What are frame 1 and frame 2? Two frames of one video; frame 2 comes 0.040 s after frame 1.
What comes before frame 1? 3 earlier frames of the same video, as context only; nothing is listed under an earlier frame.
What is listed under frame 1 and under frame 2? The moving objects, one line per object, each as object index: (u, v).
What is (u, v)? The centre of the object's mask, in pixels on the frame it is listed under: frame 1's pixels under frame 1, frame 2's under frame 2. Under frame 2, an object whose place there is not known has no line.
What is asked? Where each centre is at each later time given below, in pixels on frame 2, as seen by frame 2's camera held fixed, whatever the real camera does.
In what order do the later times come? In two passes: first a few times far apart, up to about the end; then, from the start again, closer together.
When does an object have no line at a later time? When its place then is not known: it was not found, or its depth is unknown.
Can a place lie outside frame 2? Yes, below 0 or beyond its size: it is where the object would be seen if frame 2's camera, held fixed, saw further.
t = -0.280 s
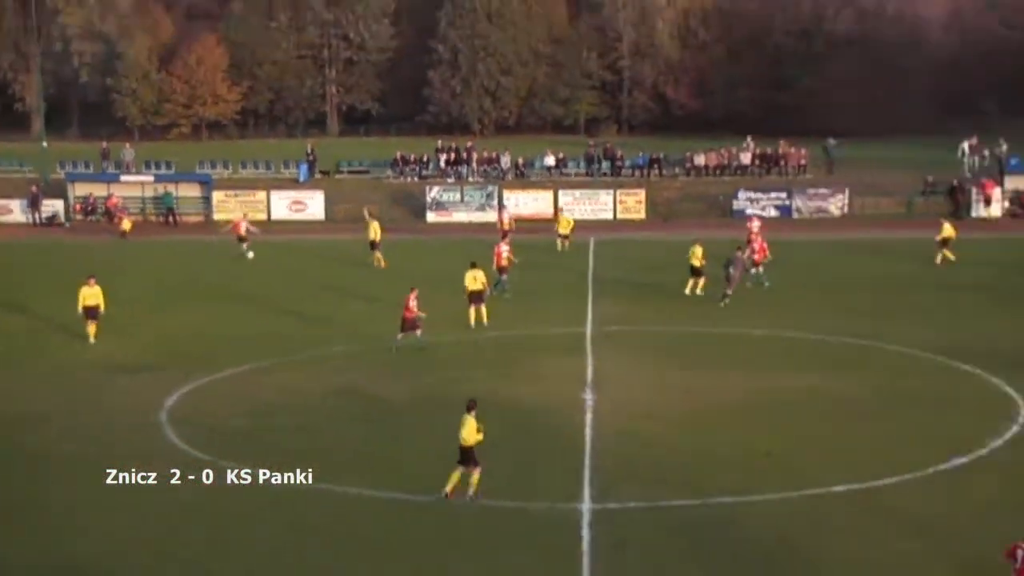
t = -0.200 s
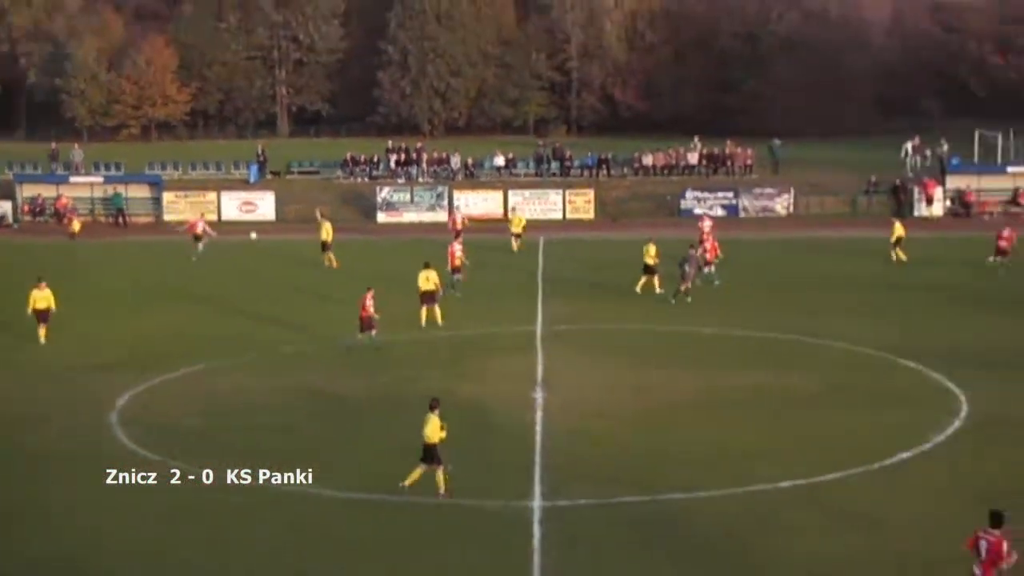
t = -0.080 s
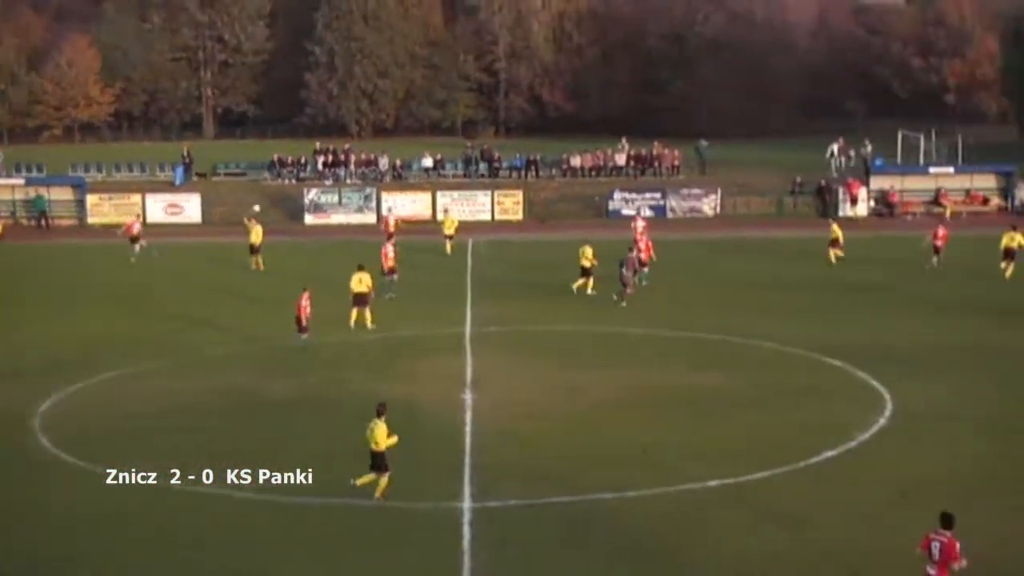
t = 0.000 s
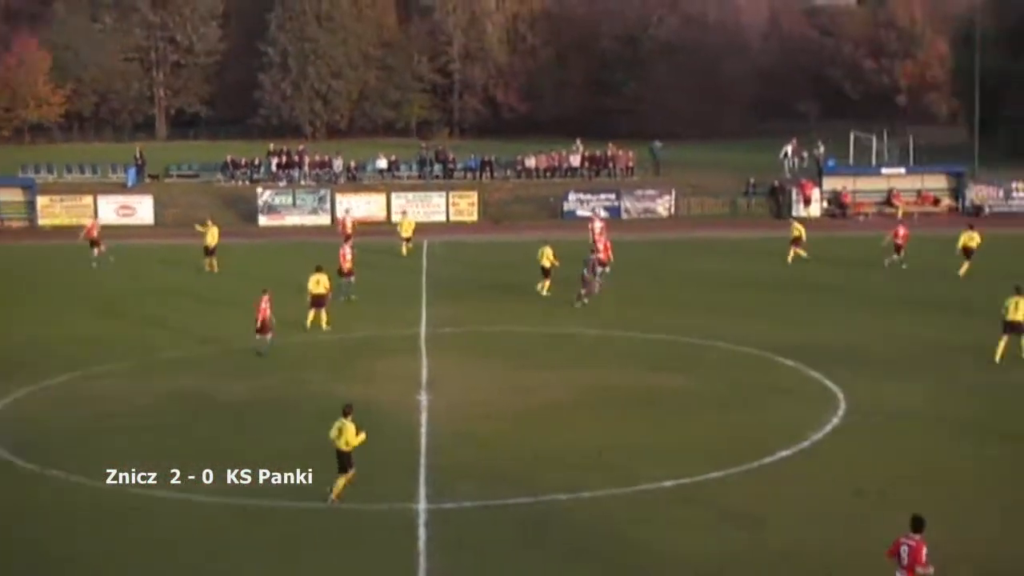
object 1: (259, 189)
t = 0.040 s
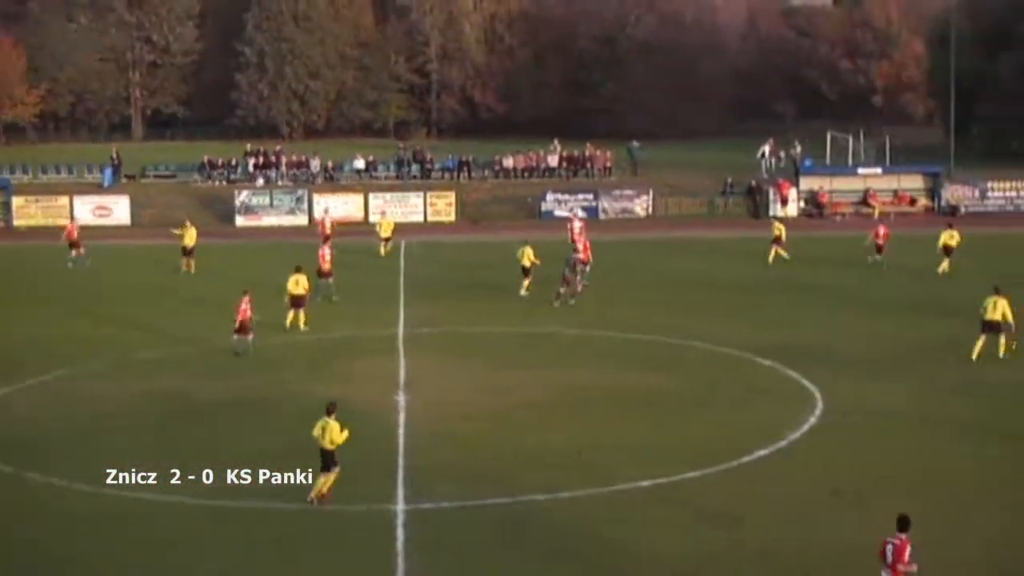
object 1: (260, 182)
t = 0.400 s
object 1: (458, 108)
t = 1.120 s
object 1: (788, 37)
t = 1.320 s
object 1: (874, 36)
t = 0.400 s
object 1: (458, 108)
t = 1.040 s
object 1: (761, 40)
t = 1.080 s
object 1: (774, 38)
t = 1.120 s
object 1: (788, 37)
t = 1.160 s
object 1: (806, 36)
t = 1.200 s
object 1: (823, 35)
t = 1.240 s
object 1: (840, 35)
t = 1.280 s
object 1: (857, 35)
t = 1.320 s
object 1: (874, 36)
